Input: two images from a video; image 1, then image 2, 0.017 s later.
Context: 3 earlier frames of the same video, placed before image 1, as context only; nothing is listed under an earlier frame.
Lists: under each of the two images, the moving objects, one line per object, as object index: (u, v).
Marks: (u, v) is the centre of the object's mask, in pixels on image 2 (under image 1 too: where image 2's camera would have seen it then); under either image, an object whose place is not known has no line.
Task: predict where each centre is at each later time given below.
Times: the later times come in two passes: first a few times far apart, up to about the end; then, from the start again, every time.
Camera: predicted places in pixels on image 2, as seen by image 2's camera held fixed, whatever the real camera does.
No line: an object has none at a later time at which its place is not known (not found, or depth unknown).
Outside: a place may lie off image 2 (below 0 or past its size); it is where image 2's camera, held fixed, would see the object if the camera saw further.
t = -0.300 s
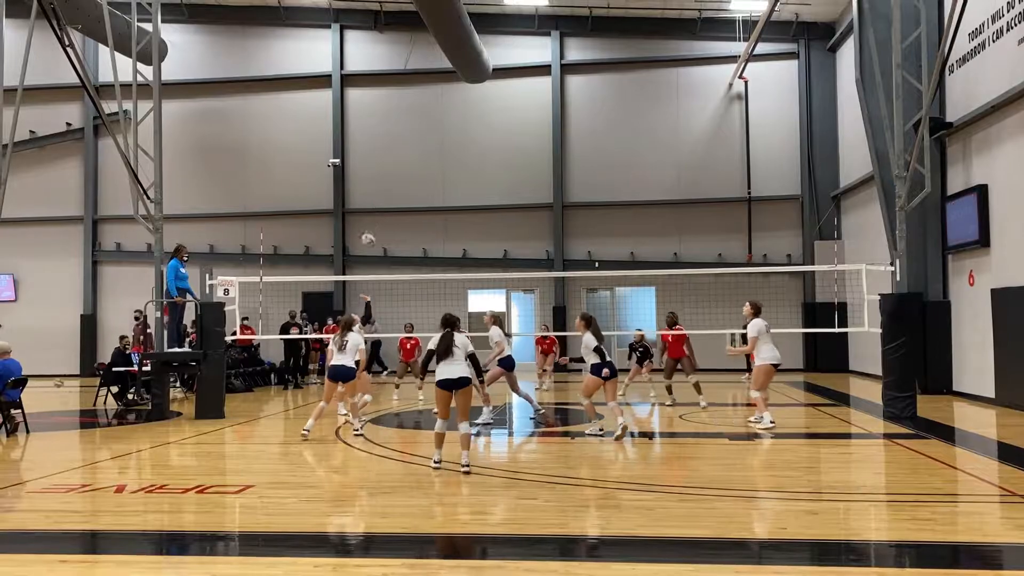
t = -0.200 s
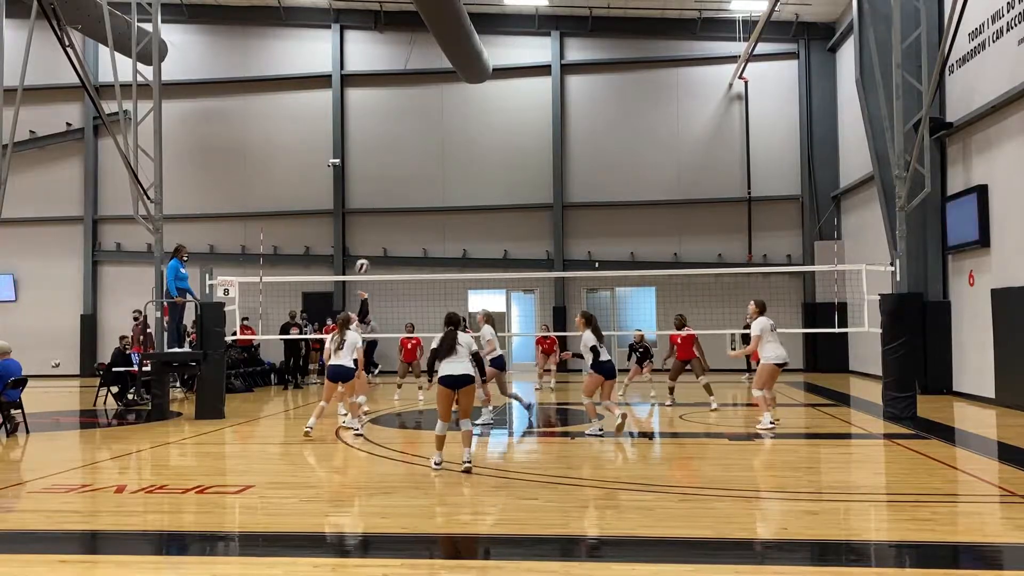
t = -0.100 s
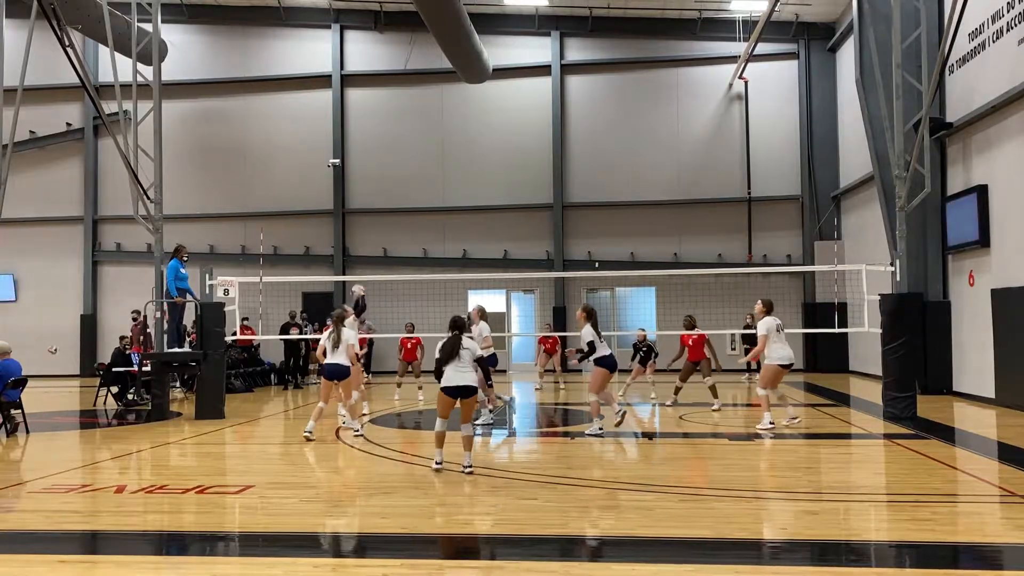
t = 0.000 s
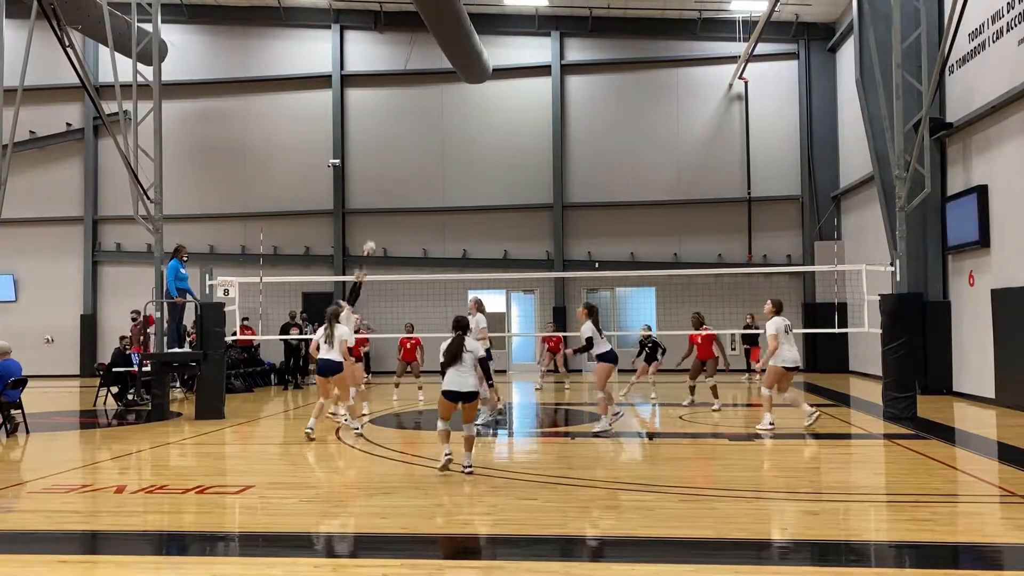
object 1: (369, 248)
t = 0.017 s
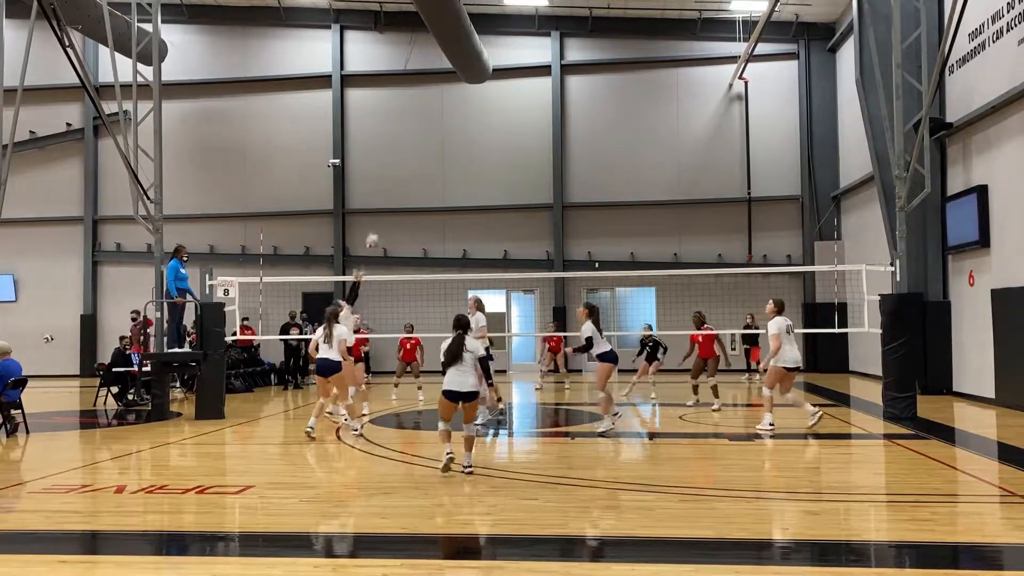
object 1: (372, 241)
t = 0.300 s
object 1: (413, 145)
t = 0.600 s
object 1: (456, 102)
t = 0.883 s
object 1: (497, 118)
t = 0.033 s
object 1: (374, 233)
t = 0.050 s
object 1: (376, 227)
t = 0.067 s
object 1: (379, 220)
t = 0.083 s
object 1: (381, 213)
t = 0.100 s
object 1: (384, 207)
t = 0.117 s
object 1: (387, 201)
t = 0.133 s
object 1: (391, 195)
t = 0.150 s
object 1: (392, 188)
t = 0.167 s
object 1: (394, 183)
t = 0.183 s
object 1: (397, 178)
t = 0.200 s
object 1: (399, 172)
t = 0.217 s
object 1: (402, 167)
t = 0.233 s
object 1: (404, 163)
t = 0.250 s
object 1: (406, 158)
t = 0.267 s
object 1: (409, 153)
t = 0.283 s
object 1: (411, 149)
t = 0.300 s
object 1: (413, 145)
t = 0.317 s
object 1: (415, 141)
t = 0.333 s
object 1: (418, 138)
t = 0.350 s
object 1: (420, 134)
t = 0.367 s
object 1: (422, 130)
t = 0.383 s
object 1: (425, 127)
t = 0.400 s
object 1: (427, 124)
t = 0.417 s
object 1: (430, 121)
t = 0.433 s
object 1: (432, 118)
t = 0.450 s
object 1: (434, 116)
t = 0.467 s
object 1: (437, 113)
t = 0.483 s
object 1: (439, 111)
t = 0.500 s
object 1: (442, 109)
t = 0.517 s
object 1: (444, 108)
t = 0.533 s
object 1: (447, 106)
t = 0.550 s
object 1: (449, 105)
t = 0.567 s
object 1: (452, 103)
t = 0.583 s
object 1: (454, 103)
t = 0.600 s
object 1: (456, 102)
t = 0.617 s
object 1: (459, 102)
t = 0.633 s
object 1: (461, 101)
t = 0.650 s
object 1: (463, 101)
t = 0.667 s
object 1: (466, 101)
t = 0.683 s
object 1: (469, 101)
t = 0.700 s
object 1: (471, 102)
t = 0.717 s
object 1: (474, 102)
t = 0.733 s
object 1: (476, 102)
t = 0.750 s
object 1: (479, 103)
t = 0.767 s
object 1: (481, 104)
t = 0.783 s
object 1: (484, 106)
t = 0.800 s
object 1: (486, 108)
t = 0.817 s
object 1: (488, 109)
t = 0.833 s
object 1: (490, 111)
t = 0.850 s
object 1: (493, 113)
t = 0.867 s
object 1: (495, 116)
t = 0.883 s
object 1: (497, 118)
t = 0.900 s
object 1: (500, 121)
